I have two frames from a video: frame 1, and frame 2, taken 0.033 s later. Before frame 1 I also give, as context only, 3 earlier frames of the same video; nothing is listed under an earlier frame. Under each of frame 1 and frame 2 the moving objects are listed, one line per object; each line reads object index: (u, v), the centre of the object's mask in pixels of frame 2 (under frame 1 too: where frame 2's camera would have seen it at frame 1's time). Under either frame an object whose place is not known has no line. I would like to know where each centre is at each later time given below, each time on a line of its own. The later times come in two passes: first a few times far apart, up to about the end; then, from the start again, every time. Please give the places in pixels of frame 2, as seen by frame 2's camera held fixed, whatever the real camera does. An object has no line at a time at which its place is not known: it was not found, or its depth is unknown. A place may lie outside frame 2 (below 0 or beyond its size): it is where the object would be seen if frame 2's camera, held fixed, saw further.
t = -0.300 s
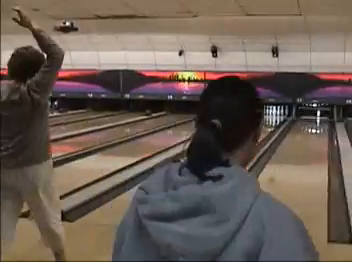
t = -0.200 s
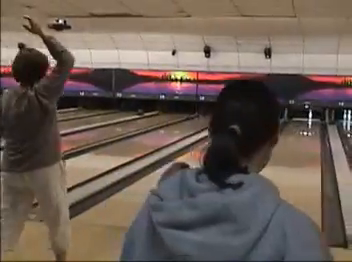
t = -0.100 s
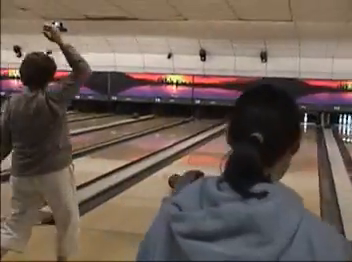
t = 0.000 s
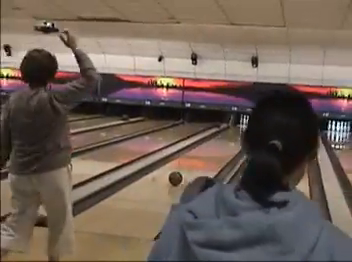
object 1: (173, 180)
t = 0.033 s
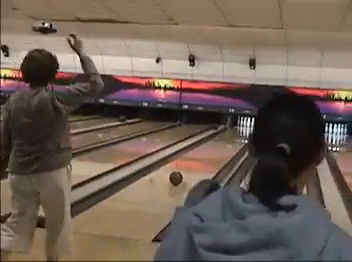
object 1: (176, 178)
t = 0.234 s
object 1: (191, 168)
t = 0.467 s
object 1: (207, 161)
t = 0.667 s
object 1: (217, 155)
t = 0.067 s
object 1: (178, 176)
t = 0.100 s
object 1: (181, 174)
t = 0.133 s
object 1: (183, 173)
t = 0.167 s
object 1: (186, 171)
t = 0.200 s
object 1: (189, 169)
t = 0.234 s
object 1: (191, 168)
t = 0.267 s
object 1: (194, 167)
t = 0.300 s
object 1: (196, 166)
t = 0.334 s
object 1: (198, 165)
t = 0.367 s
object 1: (201, 164)
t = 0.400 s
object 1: (203, 162)
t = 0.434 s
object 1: (205, 161)
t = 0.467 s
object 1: (207, 161)
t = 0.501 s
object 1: (209, 159)
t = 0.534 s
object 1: (211, 158)
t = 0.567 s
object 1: (213, 157)
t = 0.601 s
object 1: (214, 157)
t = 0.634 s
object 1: (216, 155)
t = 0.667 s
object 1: (217, 155)
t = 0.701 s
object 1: (219, 153)
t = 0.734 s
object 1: (220, 153)
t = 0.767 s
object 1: (222, 152)
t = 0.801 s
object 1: (223, 151)
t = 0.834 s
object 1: (224, 150)
